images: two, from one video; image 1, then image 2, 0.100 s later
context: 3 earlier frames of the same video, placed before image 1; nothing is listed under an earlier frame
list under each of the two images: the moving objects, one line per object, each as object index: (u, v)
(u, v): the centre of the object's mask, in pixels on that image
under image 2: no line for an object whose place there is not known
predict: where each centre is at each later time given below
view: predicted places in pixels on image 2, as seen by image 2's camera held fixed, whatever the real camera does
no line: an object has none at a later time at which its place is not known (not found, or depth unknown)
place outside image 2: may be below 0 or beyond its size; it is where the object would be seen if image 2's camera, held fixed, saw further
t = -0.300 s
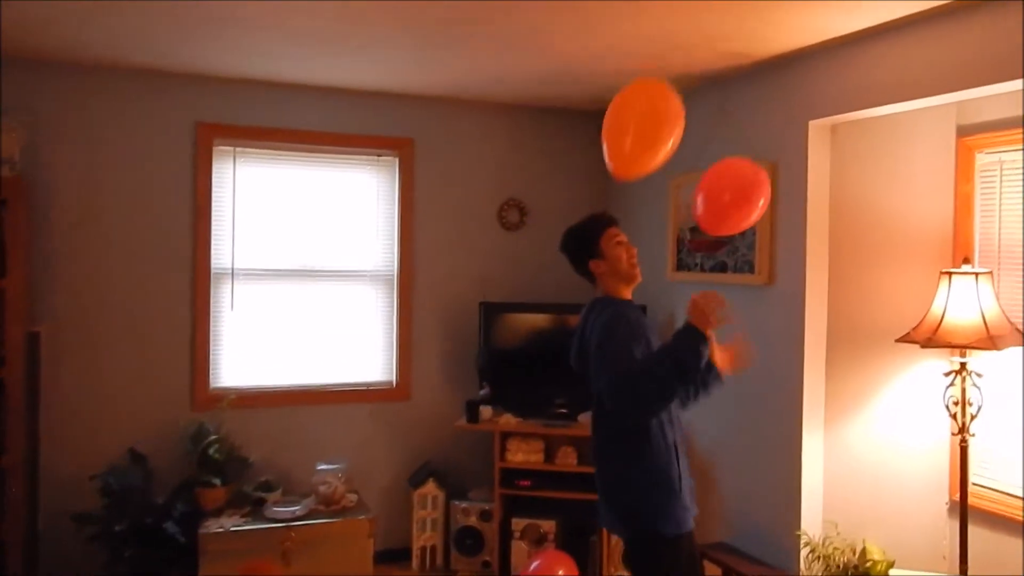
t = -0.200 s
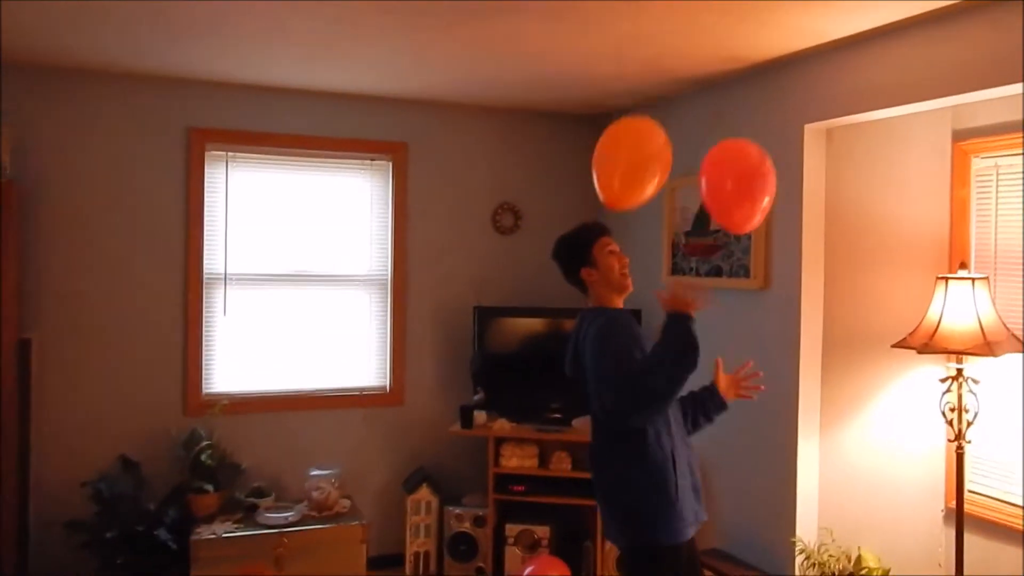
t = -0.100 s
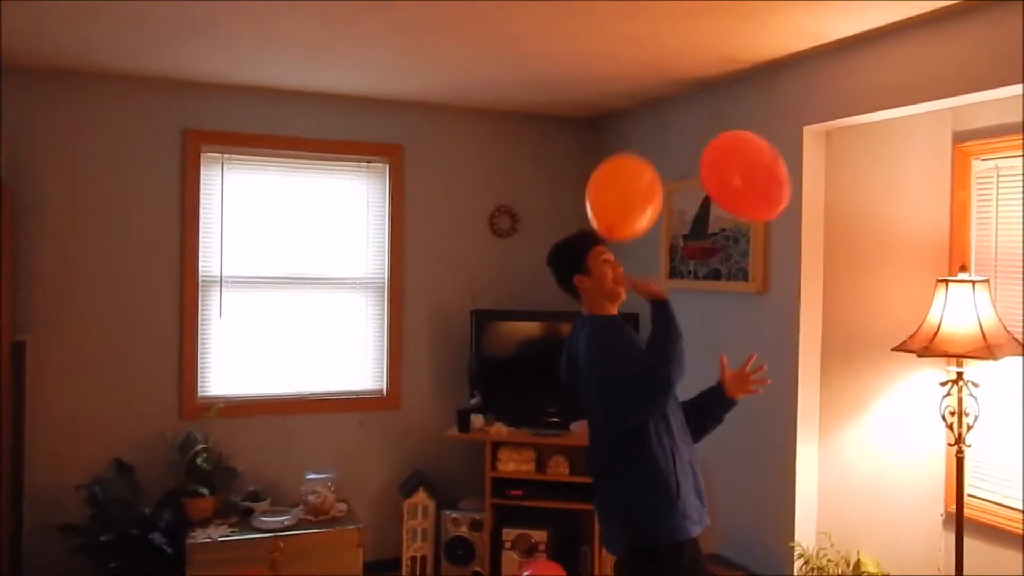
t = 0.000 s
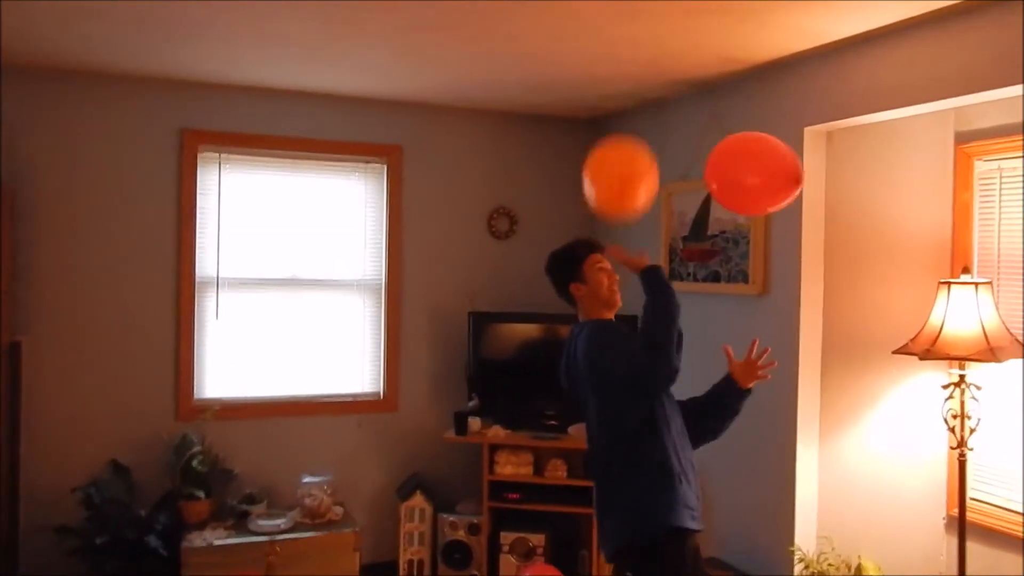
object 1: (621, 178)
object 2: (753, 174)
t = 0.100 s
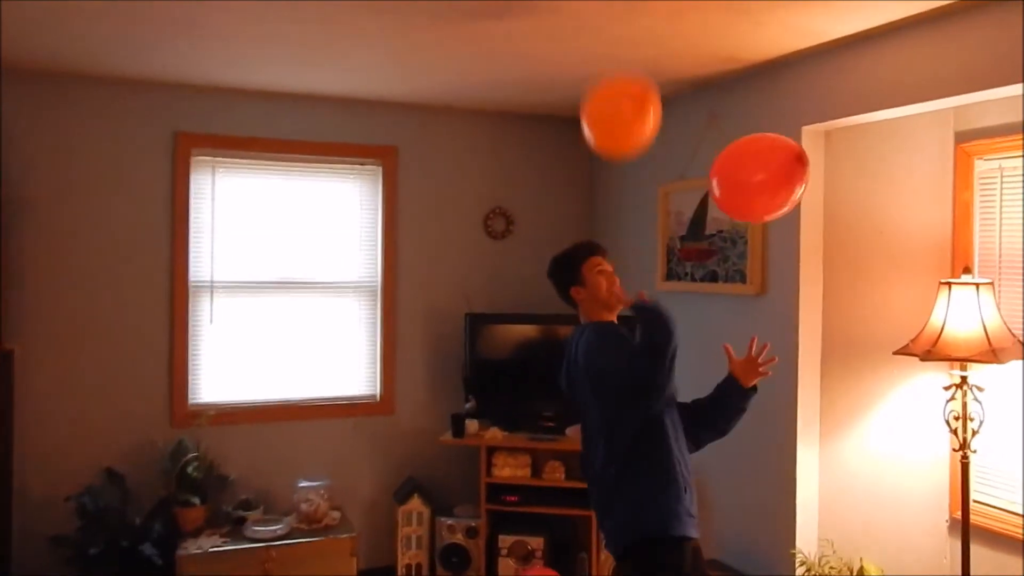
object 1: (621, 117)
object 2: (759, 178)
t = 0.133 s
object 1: (626, 97)
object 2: (764, 177)
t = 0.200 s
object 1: (628, 63)
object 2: (766, 185)
